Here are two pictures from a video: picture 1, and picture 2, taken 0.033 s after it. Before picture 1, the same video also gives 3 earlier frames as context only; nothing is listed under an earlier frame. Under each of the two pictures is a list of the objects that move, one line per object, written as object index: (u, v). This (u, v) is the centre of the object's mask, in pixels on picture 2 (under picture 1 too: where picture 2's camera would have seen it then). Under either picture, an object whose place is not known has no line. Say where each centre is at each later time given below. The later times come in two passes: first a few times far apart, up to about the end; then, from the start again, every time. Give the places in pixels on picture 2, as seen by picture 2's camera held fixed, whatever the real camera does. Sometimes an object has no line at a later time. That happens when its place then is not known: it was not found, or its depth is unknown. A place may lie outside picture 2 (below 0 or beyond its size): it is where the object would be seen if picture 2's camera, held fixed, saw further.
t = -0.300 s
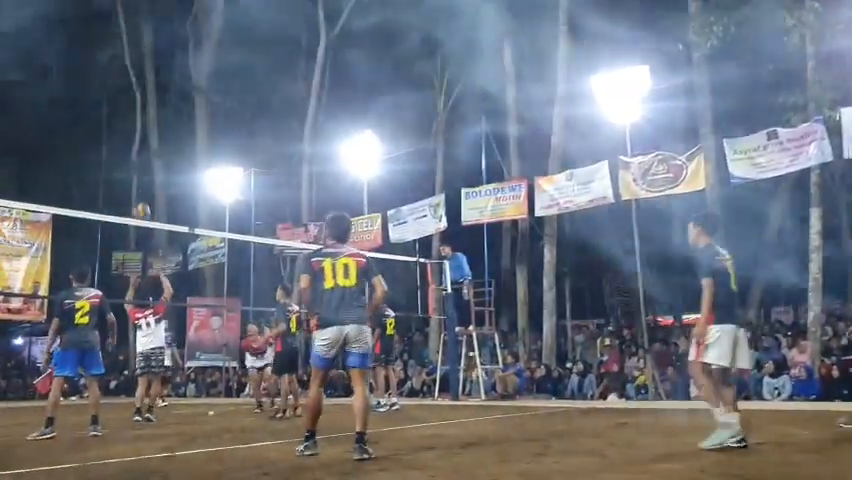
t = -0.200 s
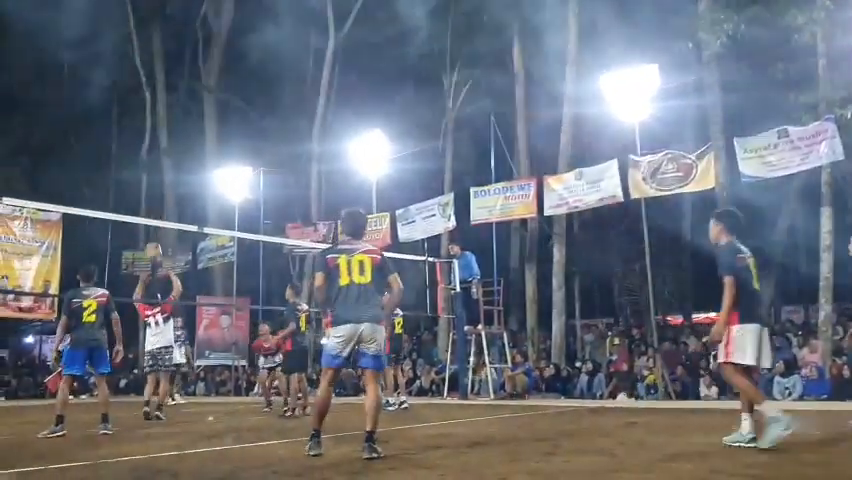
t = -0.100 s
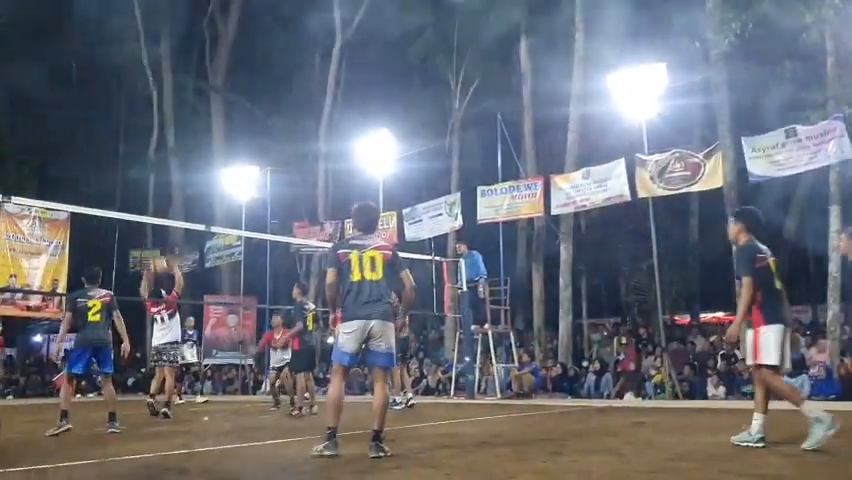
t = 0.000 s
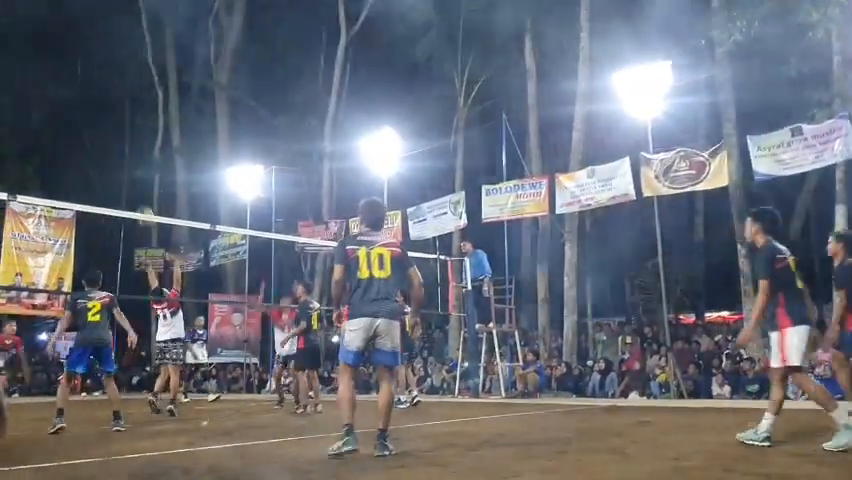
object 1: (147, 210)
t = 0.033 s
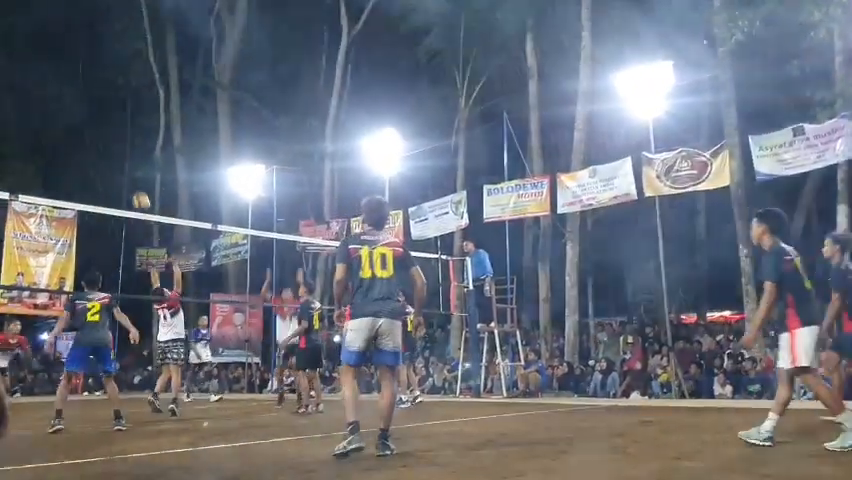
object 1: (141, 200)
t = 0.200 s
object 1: (111, 139)
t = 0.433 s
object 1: (68, 85)
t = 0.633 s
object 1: (27, 70)
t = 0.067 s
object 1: (135, 187)
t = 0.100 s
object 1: (129, 174)
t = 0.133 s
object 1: (123, 162)
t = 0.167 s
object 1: (117, 150)
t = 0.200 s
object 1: (111, 139)
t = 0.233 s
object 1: (105, 129)
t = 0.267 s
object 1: (98, 120)
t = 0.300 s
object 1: (94, 111)
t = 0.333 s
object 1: (88, 103)
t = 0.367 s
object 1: (81, 97)
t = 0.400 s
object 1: (75, 90)
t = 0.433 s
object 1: (68, 85)
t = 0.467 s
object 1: (61, 81)
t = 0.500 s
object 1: (55, 77)
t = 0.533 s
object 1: (48, 74)
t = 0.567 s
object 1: (41, 72)
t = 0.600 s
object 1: (34, 71)
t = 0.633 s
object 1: (27, 70)
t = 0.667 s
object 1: (21, 71)
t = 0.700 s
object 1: (13, 71)
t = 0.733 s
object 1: (6, 73)
